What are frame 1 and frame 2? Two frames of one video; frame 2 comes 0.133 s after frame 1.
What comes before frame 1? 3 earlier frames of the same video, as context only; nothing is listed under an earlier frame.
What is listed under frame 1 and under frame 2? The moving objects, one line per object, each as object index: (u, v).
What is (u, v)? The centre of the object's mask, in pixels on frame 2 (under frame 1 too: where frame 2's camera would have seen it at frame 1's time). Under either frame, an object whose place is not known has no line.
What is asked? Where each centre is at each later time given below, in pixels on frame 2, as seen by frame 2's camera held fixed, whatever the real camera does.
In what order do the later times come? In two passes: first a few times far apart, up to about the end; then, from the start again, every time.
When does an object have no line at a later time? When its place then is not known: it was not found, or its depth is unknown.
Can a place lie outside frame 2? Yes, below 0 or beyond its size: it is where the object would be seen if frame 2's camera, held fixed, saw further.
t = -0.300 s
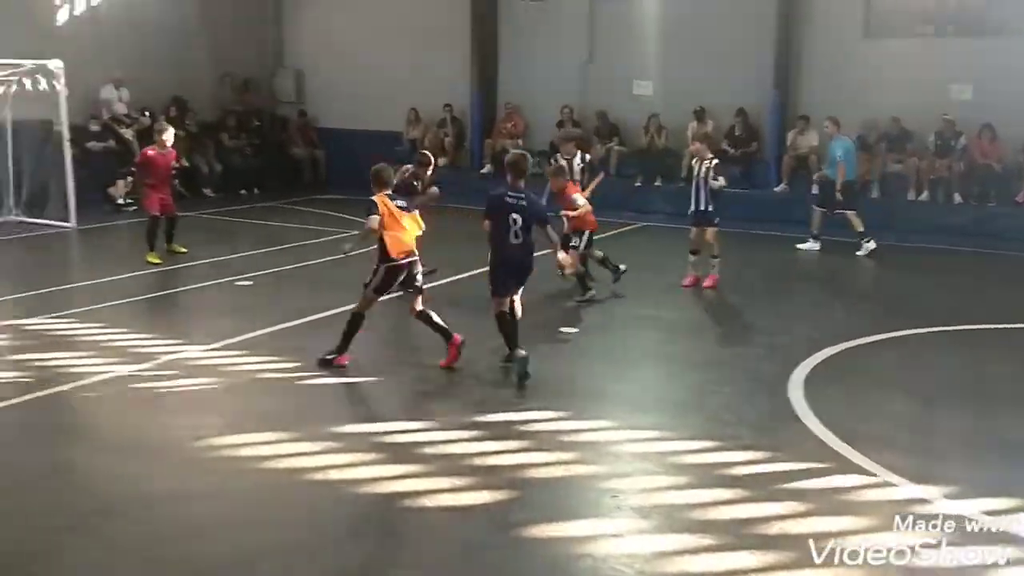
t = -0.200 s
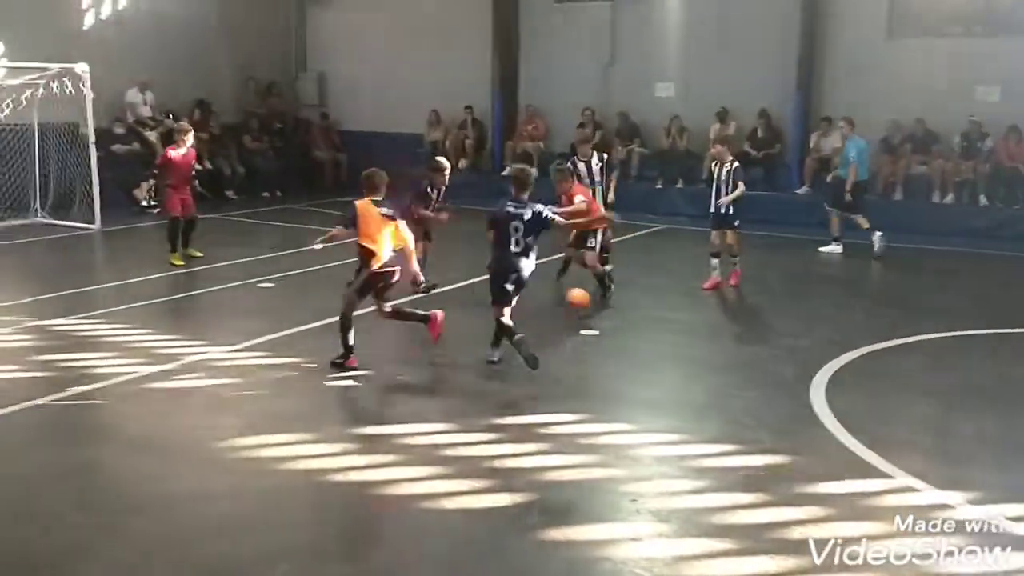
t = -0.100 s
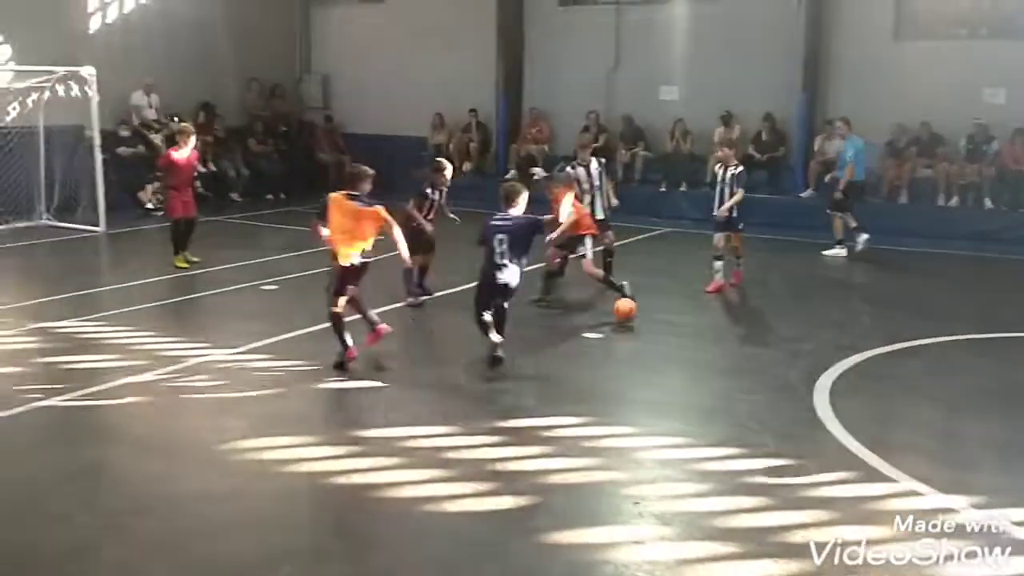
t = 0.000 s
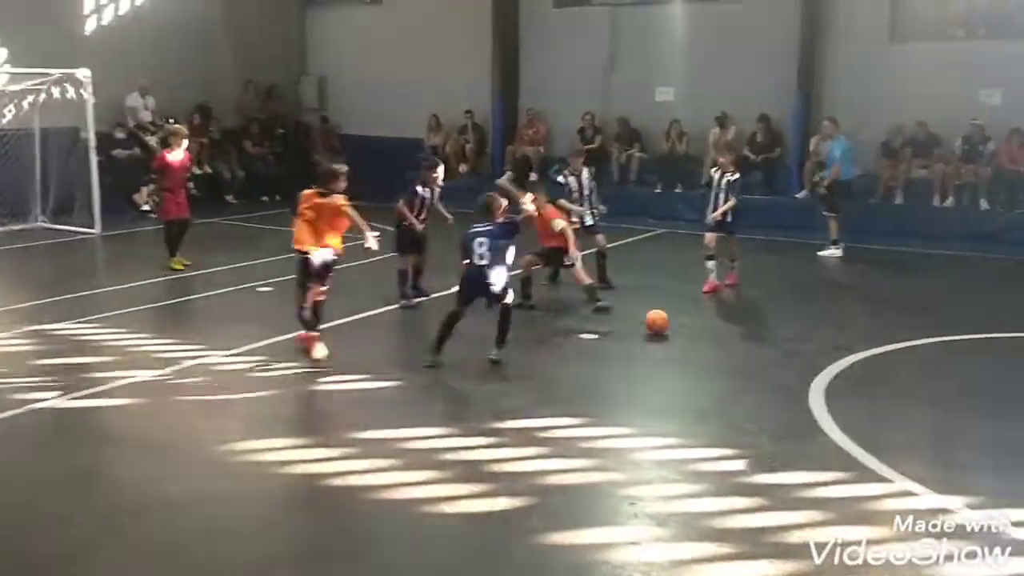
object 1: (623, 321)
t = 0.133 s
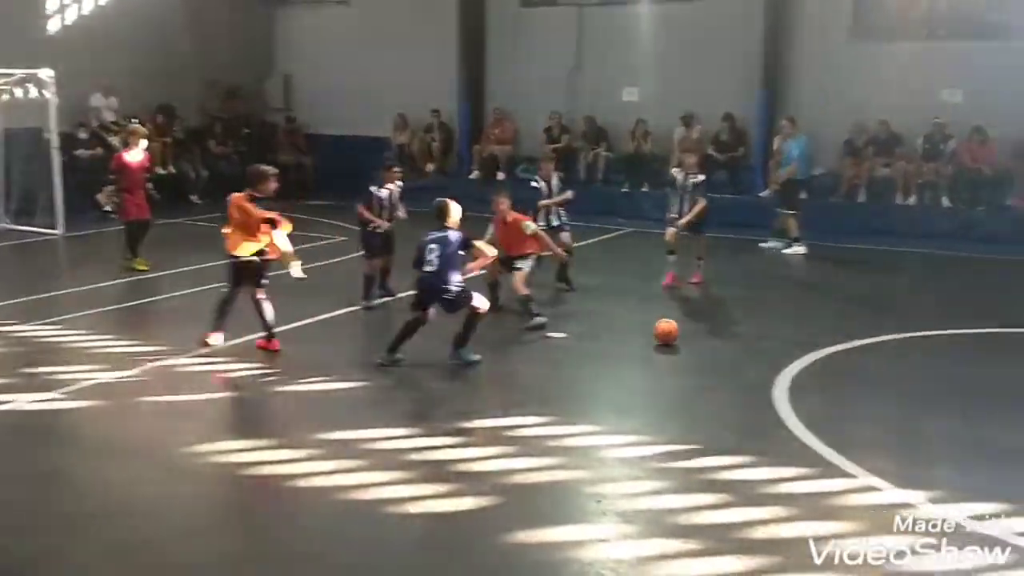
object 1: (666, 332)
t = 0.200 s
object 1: (687, 337)
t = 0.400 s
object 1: (756, 355)
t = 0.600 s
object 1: (834, 373)
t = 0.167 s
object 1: (676, 334)
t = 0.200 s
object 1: (687, 337)
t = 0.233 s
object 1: (698, 340)
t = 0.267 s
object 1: (709, 344)
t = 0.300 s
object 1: (721, 346)
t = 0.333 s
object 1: (732, 348)
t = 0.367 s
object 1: (744, 352)
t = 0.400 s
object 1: (756, 355)
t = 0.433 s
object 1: (769, 357)
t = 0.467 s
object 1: (781, 361)
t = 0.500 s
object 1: (794, 363)
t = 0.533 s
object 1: (807, 367)
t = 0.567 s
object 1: (822, 370)
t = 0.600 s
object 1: (834, 373)
